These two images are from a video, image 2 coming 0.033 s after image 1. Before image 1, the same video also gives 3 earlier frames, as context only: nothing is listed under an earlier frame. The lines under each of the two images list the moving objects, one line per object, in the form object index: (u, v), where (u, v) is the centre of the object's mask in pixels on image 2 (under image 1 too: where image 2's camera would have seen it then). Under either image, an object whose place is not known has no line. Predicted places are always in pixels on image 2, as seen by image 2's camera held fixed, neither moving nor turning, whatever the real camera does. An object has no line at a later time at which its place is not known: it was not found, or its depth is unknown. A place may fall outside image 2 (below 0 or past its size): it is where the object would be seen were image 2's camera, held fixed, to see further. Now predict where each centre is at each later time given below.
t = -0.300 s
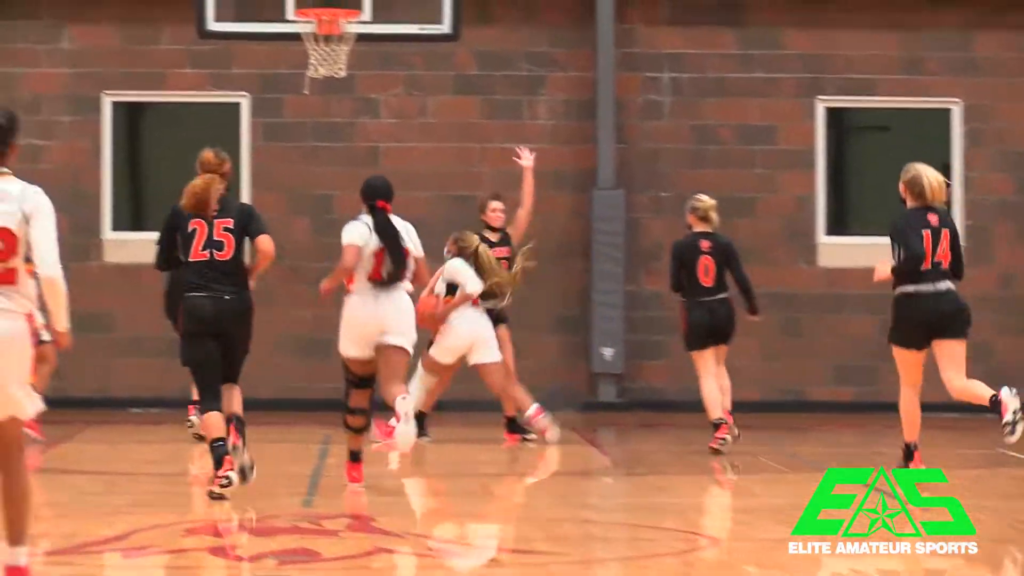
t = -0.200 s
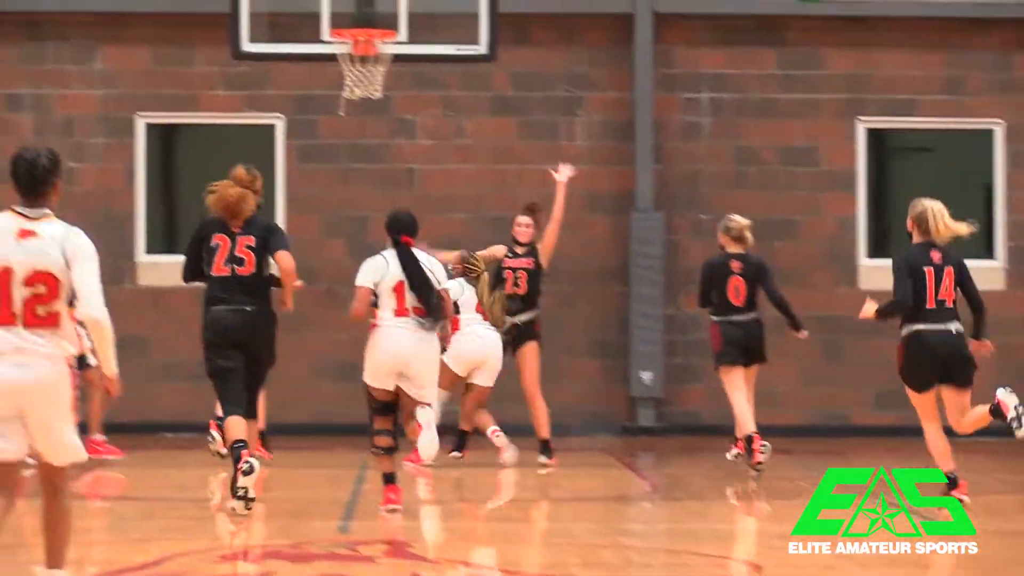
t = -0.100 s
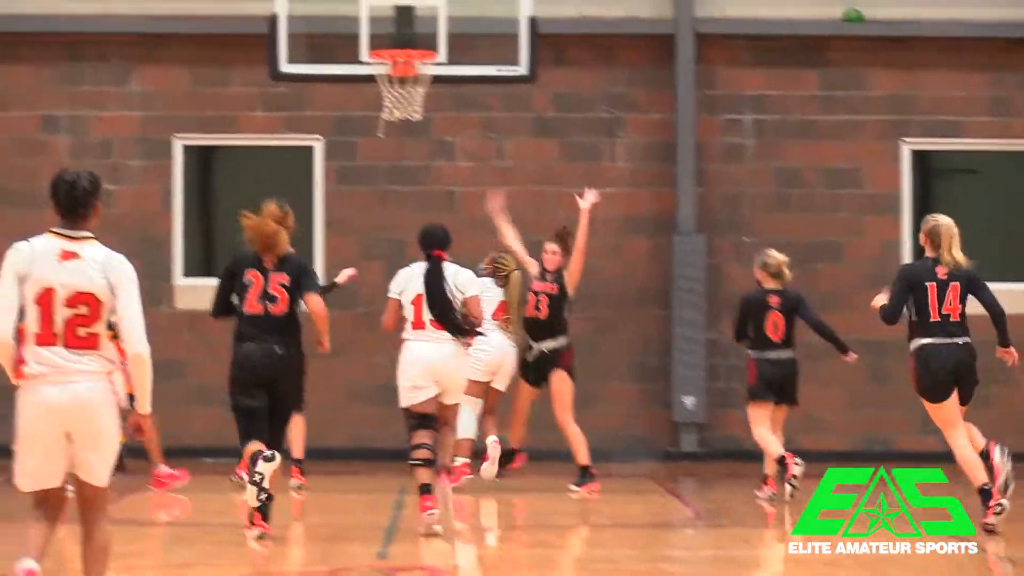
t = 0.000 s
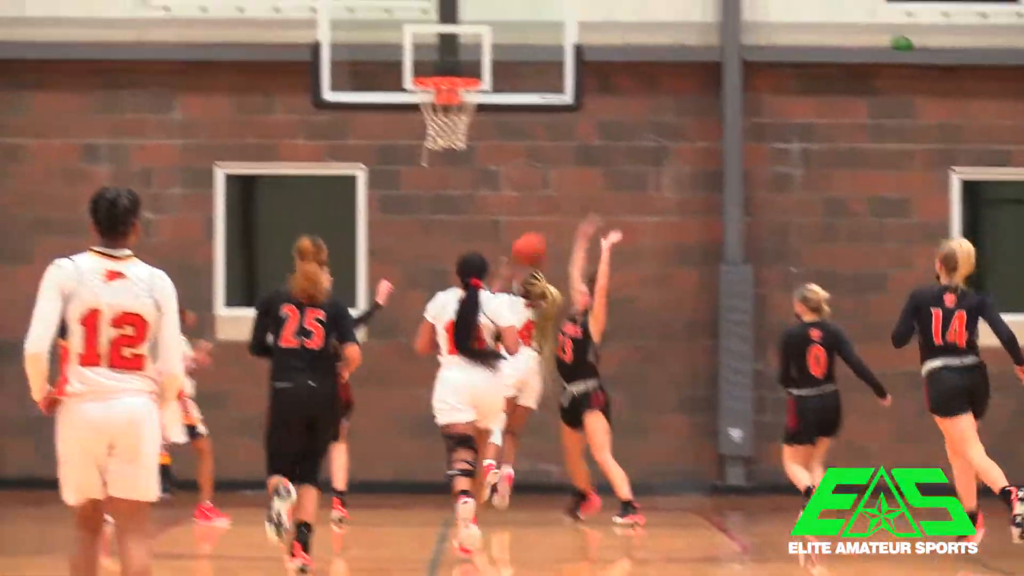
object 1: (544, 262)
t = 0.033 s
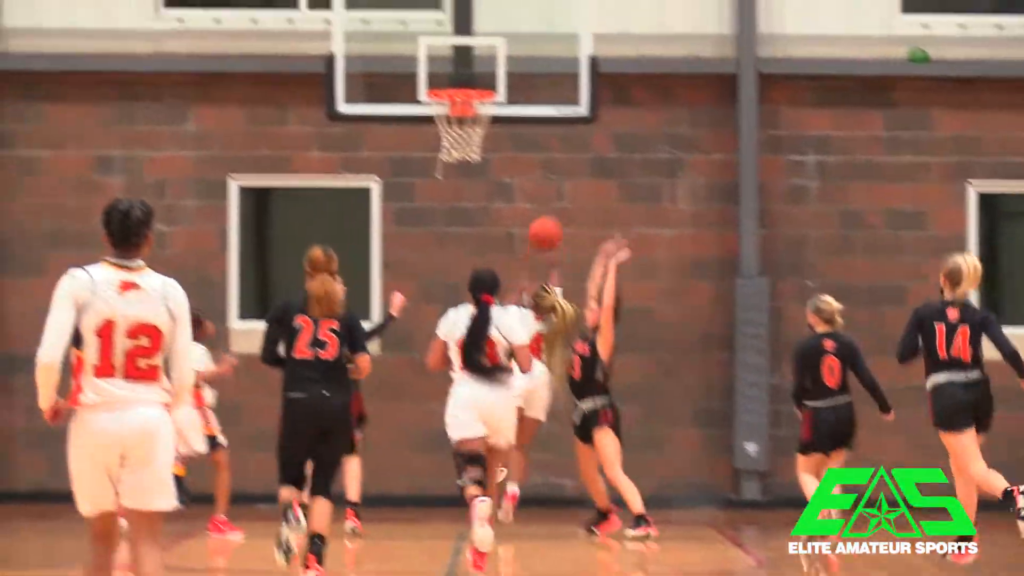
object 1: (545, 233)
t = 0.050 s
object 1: (544, 219)
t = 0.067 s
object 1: (542, 207)
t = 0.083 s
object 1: (541, 193)
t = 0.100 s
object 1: (538, 181)
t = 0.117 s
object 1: (537, 169)
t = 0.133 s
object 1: (536, 157)
